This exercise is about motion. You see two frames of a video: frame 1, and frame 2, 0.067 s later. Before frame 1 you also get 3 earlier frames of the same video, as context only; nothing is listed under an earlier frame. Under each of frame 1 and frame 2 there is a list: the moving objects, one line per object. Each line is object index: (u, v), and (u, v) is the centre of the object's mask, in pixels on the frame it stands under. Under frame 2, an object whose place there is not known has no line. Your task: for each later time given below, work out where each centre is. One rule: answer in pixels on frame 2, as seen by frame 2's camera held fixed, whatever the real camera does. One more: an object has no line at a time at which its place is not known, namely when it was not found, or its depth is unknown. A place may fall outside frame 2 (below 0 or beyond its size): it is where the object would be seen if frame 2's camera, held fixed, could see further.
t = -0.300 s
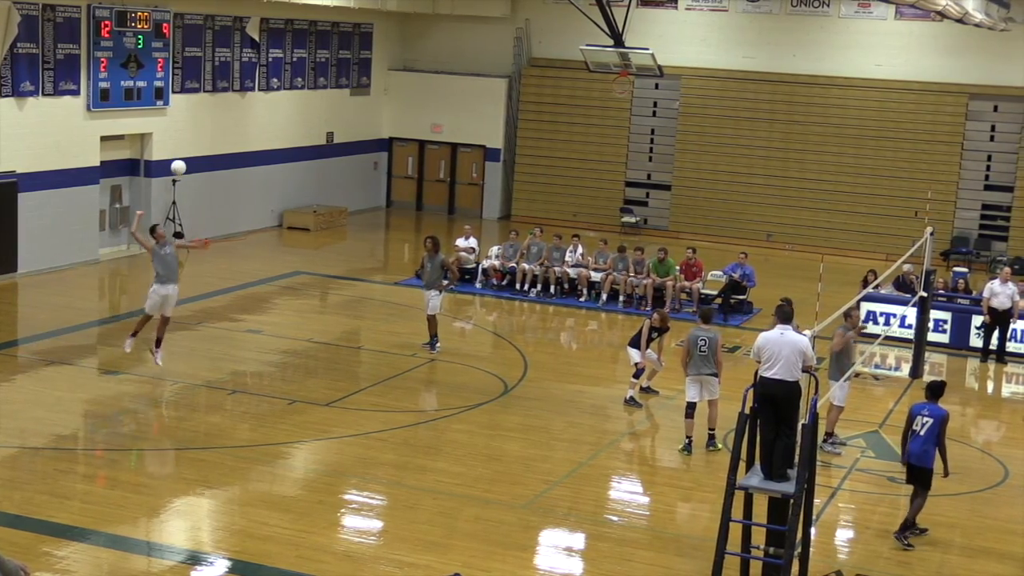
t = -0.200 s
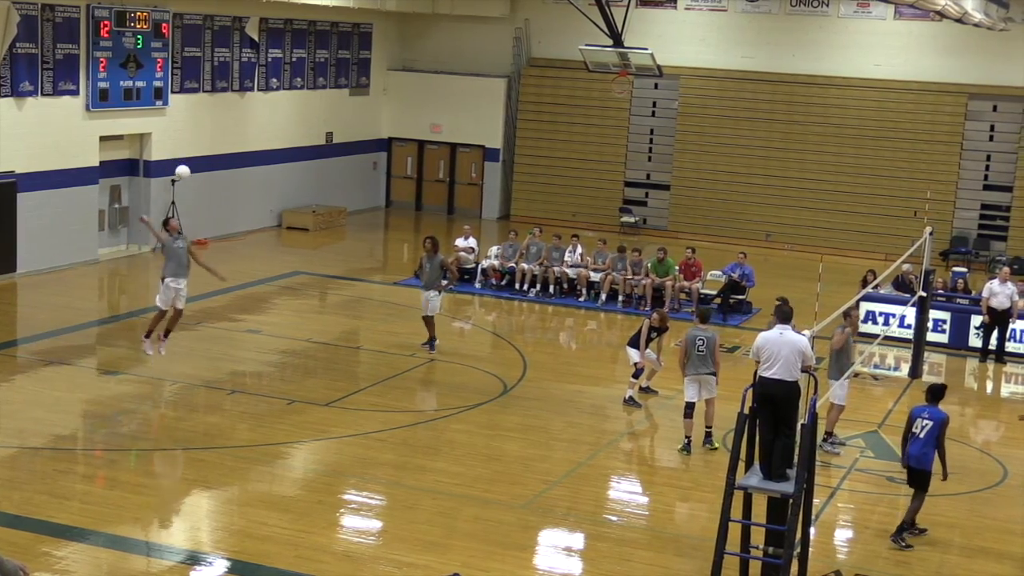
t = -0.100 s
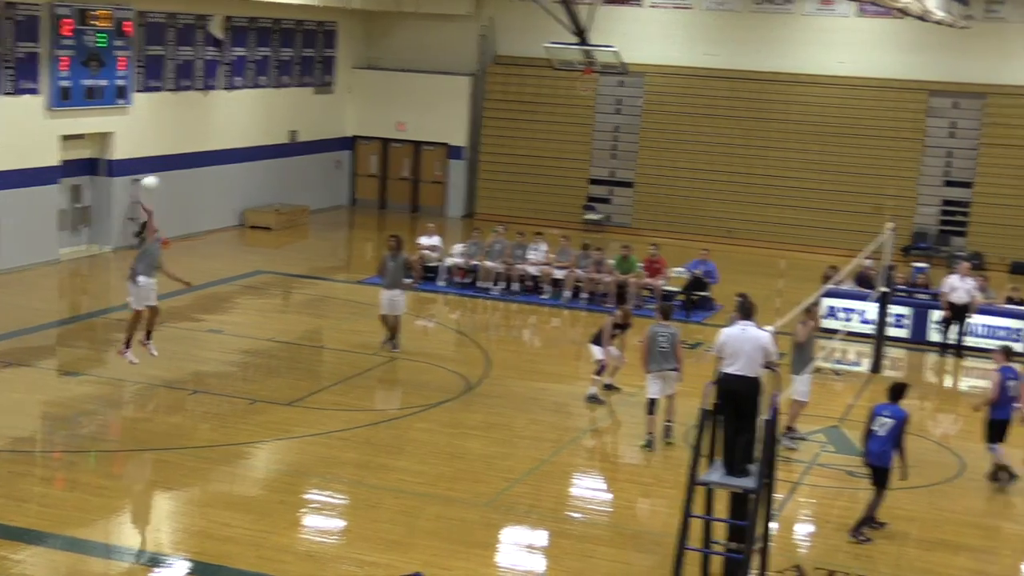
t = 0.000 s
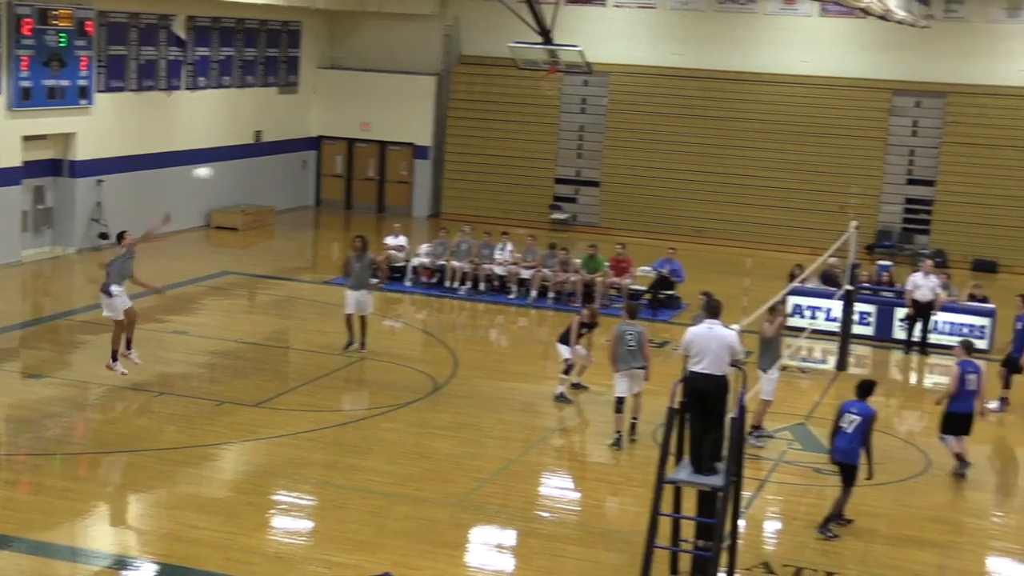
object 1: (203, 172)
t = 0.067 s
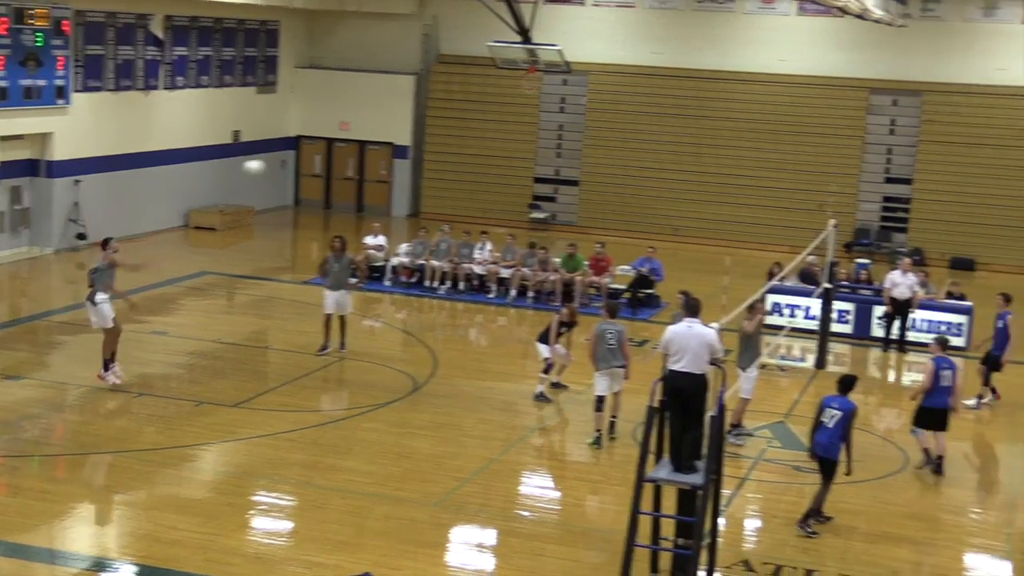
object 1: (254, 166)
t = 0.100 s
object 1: (289, 164)
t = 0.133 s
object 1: (323, 163)
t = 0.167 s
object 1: (357, 163)
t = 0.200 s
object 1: (391, 164)
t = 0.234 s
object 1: (425, 166)
